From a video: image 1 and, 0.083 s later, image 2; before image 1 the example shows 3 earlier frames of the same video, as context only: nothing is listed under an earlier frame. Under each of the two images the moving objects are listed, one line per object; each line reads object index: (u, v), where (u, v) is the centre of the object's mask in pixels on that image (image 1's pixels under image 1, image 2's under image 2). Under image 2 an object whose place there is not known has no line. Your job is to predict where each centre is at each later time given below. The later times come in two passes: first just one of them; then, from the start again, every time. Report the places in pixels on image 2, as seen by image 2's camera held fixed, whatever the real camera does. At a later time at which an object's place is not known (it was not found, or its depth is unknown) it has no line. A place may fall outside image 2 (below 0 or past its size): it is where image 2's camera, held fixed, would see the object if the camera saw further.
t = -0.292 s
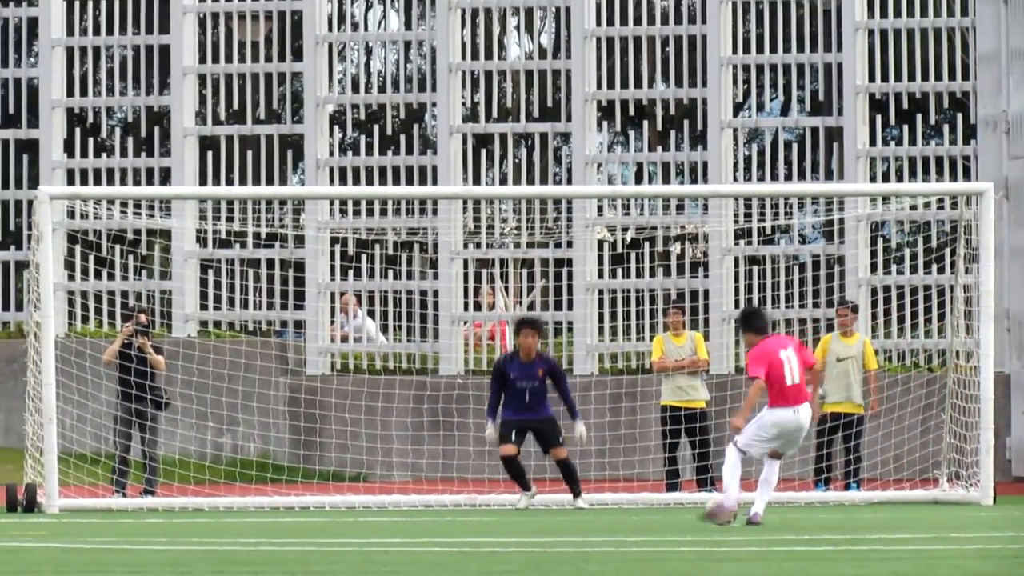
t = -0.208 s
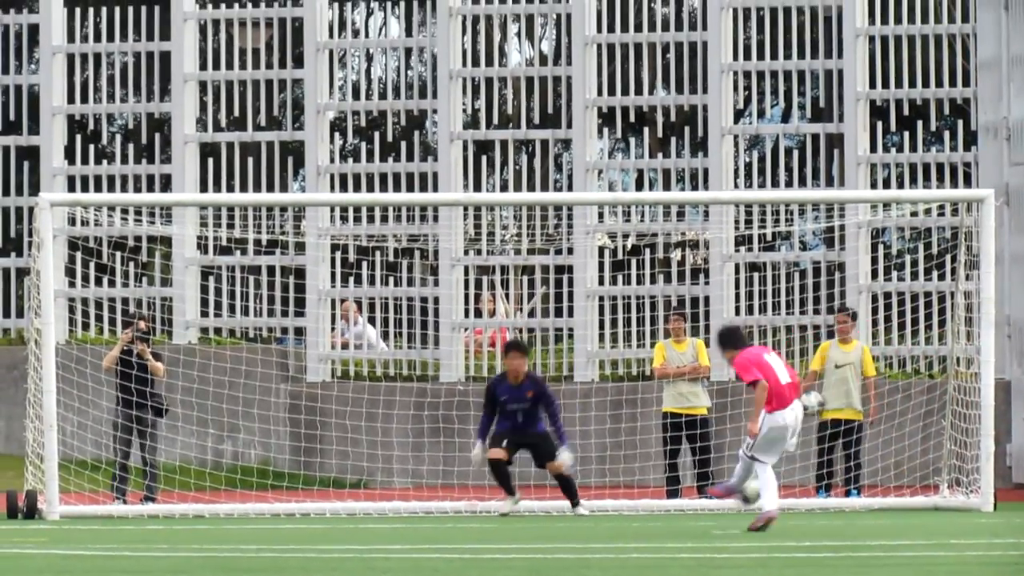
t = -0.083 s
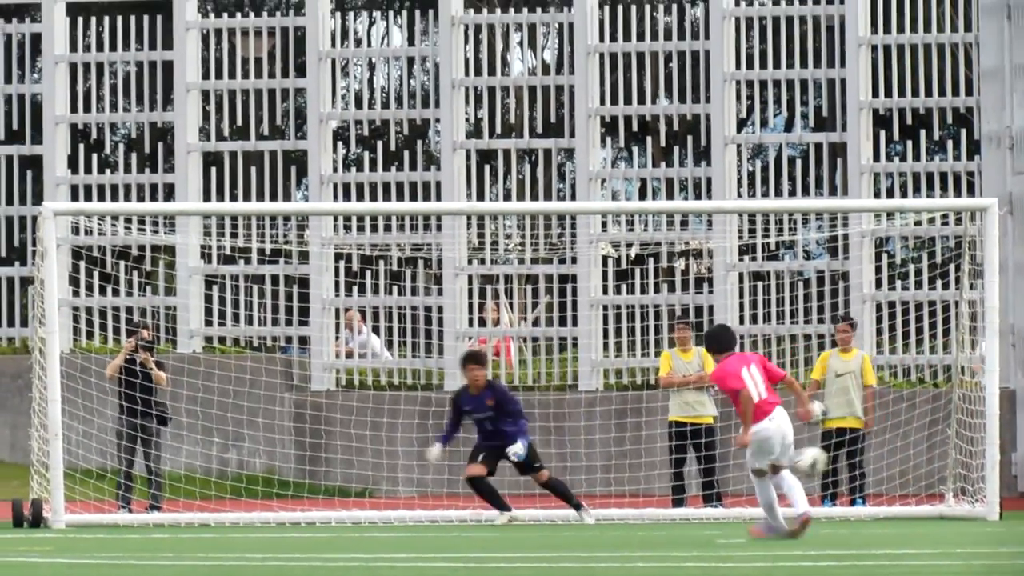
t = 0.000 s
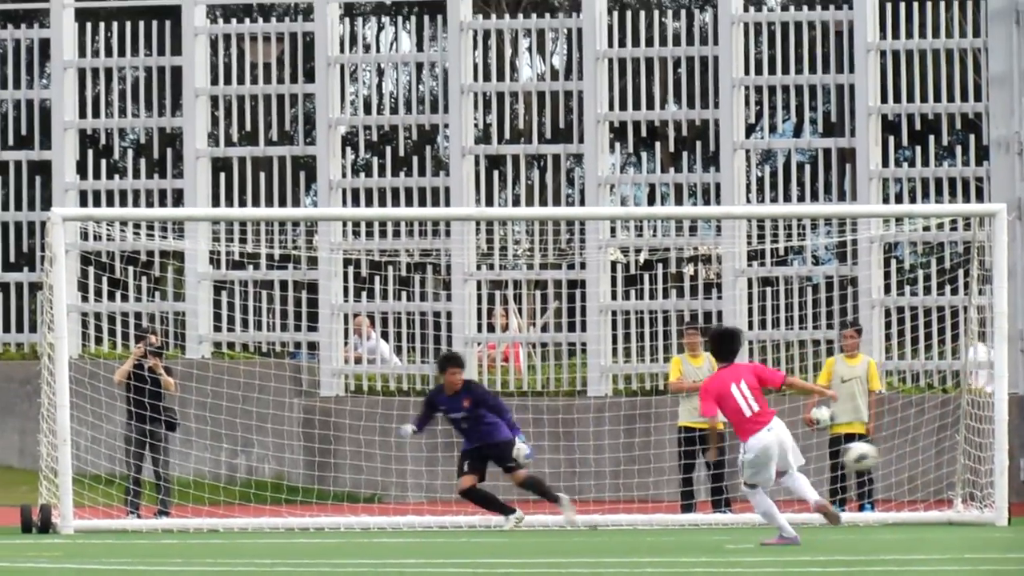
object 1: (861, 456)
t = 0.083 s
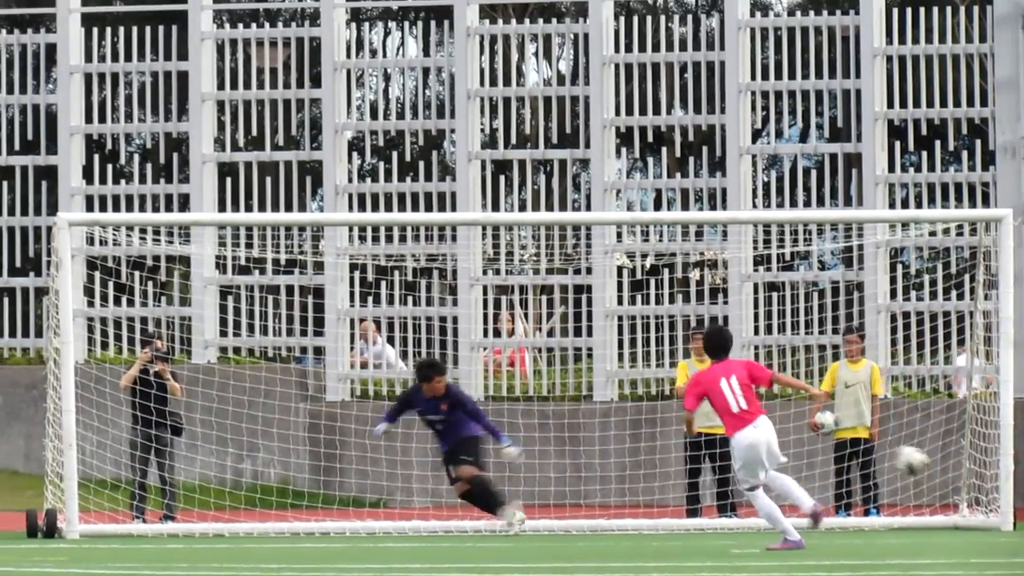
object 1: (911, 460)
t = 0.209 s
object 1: (978, 478)
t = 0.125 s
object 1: (933, 463)
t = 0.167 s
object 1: (956, 468)
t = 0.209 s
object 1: (978, 478)
